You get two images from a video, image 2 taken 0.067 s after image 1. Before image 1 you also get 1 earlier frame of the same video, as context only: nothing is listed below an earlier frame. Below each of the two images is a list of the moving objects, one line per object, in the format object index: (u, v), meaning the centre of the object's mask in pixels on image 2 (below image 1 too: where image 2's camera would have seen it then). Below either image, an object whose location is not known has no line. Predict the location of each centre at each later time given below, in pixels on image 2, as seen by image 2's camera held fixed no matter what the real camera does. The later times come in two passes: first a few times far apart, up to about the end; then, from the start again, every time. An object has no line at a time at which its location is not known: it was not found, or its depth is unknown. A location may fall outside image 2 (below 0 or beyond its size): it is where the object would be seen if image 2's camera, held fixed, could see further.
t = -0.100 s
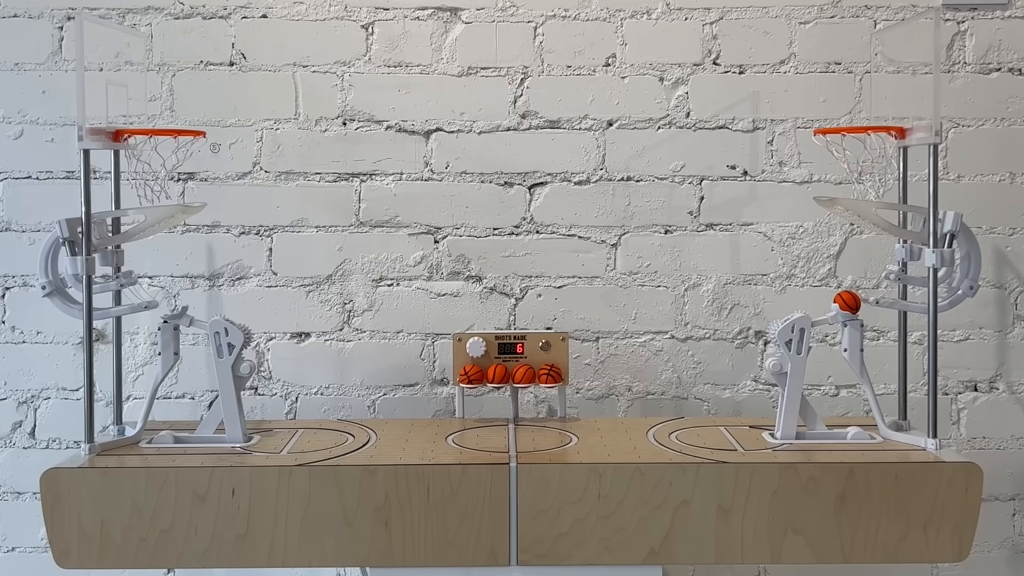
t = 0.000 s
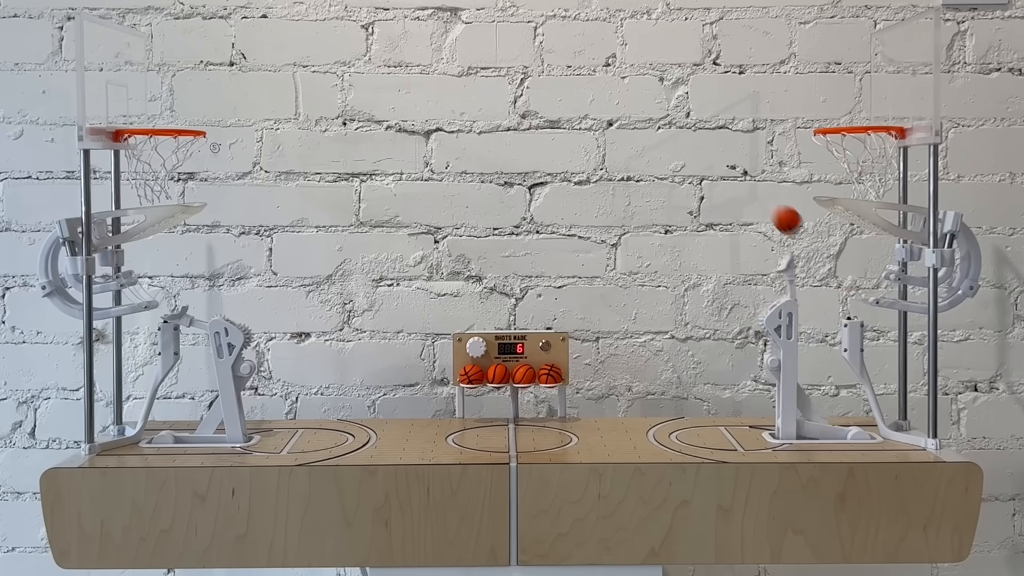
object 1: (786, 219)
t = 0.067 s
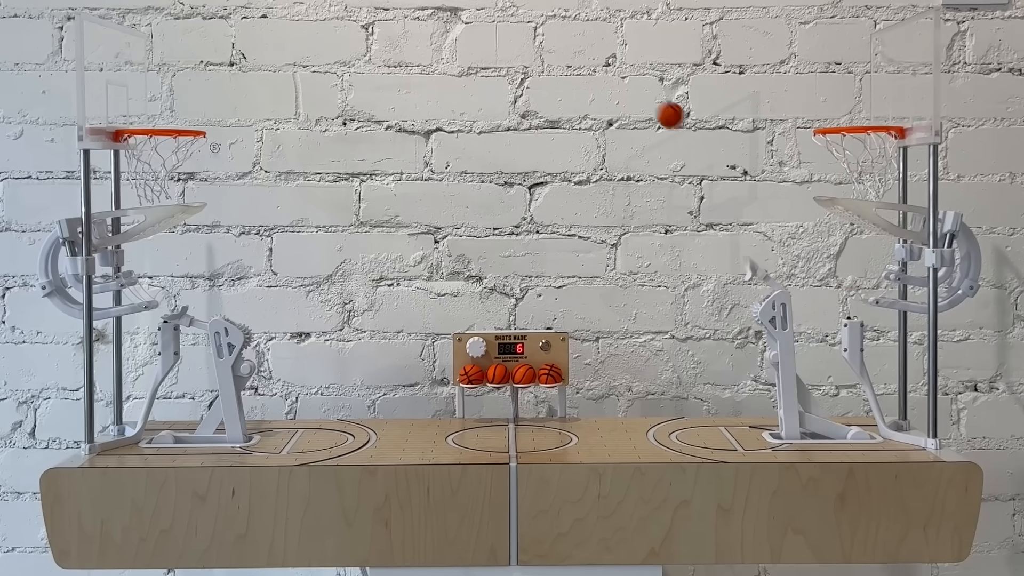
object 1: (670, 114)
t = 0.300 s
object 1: (270, 53)
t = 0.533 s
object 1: (152, 199)
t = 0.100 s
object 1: (612, 77)
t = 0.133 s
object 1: (555, 49)
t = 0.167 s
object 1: (498, 30)
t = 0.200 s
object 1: (441, 22)
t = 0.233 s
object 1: (384, 22)
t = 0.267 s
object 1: (327, 33)
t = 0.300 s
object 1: (270, 53)
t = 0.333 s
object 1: (213, 82)
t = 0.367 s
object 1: (156, 119)
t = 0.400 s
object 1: (128, 172)
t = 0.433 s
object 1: (131, 209)
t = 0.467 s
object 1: (137, 214)
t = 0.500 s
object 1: (145, 200)
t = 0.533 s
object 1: (152, 199)
